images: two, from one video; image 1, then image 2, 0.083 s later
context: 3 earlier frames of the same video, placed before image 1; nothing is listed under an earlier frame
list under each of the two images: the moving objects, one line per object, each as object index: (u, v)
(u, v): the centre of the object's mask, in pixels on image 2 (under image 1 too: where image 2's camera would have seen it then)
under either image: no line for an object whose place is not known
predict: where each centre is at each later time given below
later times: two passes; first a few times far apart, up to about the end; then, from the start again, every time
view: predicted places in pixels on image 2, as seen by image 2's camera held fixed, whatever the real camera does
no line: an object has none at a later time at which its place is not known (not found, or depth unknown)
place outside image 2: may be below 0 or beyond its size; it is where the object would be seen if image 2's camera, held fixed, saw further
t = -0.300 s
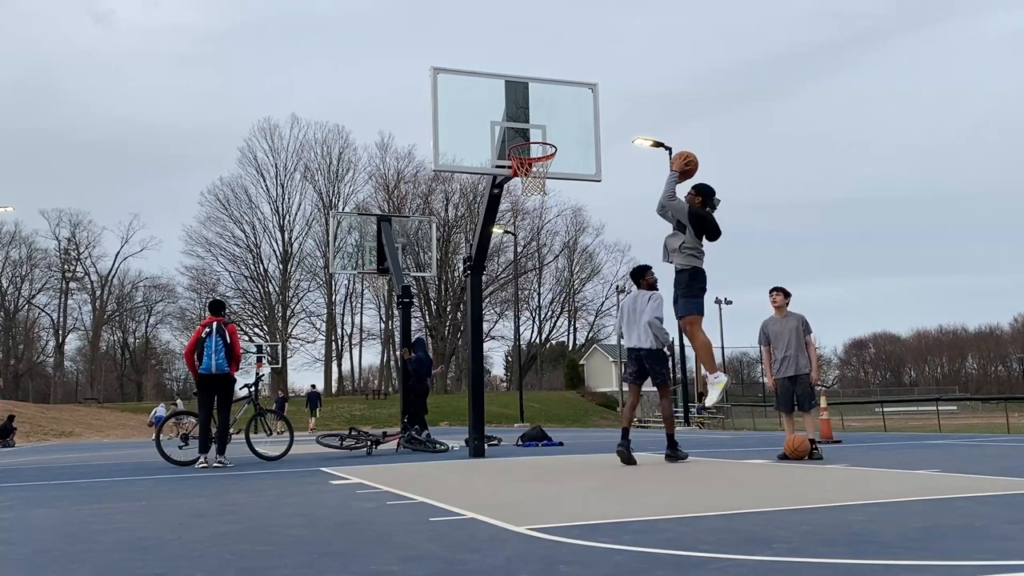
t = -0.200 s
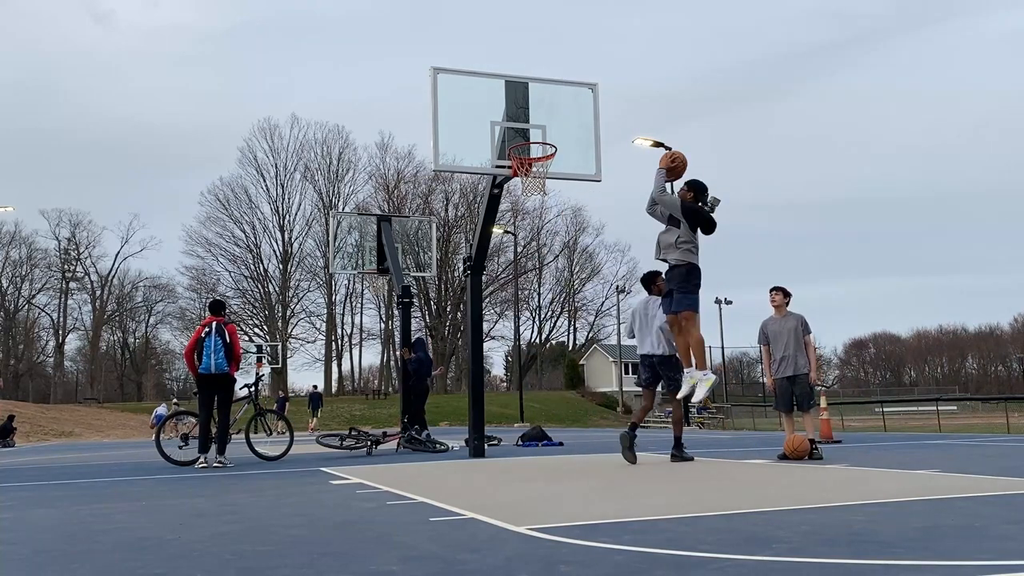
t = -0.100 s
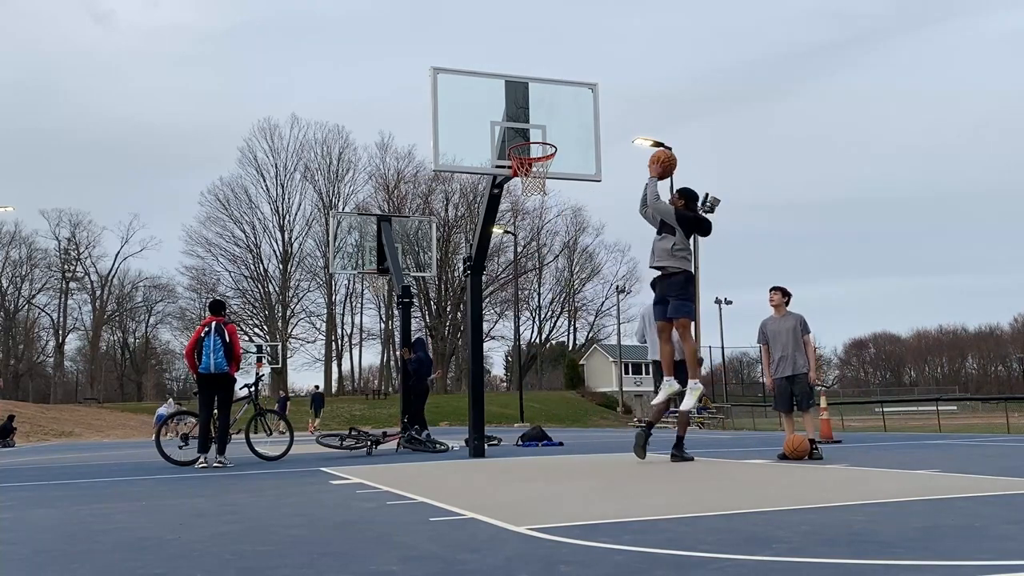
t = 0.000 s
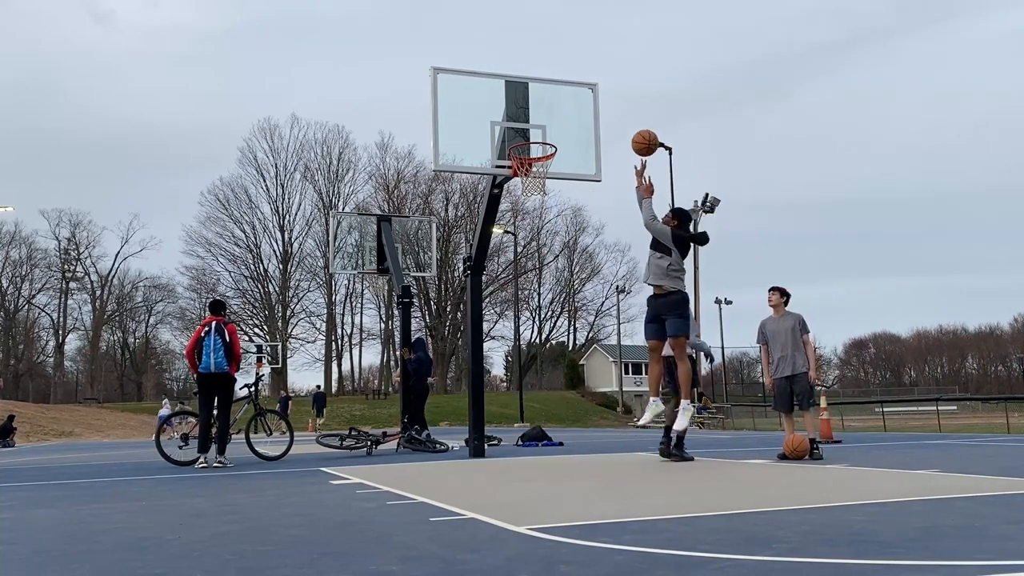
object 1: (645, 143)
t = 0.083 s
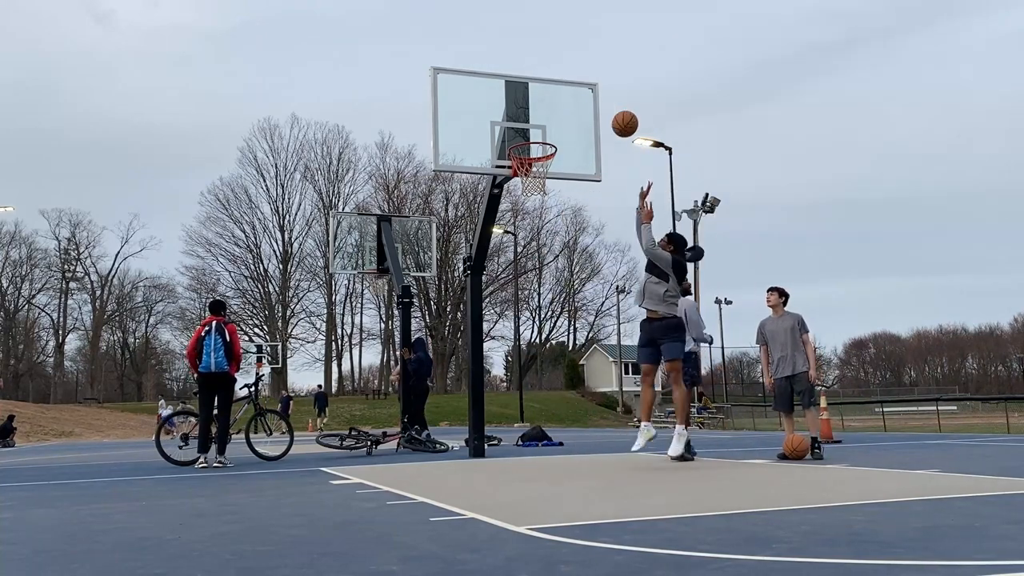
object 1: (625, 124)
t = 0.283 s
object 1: (581, 108)
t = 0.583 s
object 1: (527, 152)
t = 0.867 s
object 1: (540, 162)
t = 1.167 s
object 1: (535, 198)
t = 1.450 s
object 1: (525, 293)
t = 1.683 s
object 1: (520, 427)
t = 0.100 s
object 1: (621, 121)
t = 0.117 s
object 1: (617, 118)
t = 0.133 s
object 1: (613, 116)
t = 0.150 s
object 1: (610, 114)
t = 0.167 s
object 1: (606, 112)
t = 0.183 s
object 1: (602, 111)
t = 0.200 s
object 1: (598, 110)
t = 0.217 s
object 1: (595, 109)
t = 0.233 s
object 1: (591, 108)
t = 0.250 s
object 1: (588, 108)
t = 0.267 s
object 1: (584, 108)
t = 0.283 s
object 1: (581, 108)
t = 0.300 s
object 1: (577, 109)
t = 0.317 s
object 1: (574, 110)
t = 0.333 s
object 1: (570, 111)
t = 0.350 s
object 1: (567, 112)
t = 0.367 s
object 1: (564, 114)
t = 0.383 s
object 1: (561, 115)
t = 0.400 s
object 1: (558, 117)
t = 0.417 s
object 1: (554, 120)
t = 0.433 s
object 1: (551, 122)
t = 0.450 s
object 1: (548, 125)
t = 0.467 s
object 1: (545, 128)
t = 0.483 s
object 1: (542, 131)
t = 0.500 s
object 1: (539, 135)
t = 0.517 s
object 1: (536, 139)
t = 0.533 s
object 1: (534, 143)
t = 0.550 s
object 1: (530, 148)
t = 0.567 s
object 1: (527, 151)
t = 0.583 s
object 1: (527, 152)
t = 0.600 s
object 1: (527, 155)
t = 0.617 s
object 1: (529, 155)
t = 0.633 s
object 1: (530, 156)
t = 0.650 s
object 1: (530, 158)
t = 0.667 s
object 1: (532, 160)
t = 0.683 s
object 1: (533, 161)
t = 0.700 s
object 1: (535, 161)
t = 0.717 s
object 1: (535, 163)
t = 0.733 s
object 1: (535, 163)
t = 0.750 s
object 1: (536, 162)
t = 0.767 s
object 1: (537, 162)
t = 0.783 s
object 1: (538, 161)
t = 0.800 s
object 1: (539, 161)
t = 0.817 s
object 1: (539, 161)
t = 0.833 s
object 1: (539, 161)
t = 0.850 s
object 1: (540, 161)
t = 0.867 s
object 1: (540, 162)
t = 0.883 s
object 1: (540, 163)
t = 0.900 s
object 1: (541, 164)
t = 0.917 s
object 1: (541, 166)
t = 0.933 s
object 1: (540, 167)
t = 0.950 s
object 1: (540, 169)
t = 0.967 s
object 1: (543, 169)
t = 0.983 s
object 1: (542, 170)
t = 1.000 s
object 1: (540, 173)
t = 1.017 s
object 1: (540, 175)
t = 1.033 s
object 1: (540, 176)
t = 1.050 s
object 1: (539, 178)
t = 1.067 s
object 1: (538, 181)
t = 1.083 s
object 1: (538, 183)
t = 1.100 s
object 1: (537, 184)
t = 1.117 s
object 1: (536, 187)
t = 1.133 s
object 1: (536, 191)
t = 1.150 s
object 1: (536, 194)
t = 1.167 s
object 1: (535, 198)
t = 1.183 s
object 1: (534, 201)
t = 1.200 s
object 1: (534, 205)
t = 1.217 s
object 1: (533, 209)
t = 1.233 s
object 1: (532, 213)
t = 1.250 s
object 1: (532, 218)
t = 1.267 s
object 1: (531, 223)
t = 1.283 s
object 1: (530, 228)
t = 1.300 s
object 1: (529, 233)
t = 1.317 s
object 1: (529, 239)
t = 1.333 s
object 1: (528, 245)
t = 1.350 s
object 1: (528, 251)
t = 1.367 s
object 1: (527, 257)
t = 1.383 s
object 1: (527, 264)
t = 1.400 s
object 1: (526, 270)
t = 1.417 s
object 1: (526, 278)
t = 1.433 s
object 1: (525, 285)
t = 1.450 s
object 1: (525, 293)
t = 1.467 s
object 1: (525, 301)
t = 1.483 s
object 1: (524, 309)
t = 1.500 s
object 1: (524, 317)
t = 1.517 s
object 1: (523, 326)
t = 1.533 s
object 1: (523, 335)
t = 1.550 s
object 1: (523, 344)
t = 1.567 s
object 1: (522, 354)
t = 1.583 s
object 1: (522, 363)
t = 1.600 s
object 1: (522, 373)
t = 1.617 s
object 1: (522, 383)
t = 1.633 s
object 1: (521, 394)
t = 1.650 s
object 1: (520, 404)
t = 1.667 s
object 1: (520, 415)
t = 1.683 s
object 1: (520, 427)
